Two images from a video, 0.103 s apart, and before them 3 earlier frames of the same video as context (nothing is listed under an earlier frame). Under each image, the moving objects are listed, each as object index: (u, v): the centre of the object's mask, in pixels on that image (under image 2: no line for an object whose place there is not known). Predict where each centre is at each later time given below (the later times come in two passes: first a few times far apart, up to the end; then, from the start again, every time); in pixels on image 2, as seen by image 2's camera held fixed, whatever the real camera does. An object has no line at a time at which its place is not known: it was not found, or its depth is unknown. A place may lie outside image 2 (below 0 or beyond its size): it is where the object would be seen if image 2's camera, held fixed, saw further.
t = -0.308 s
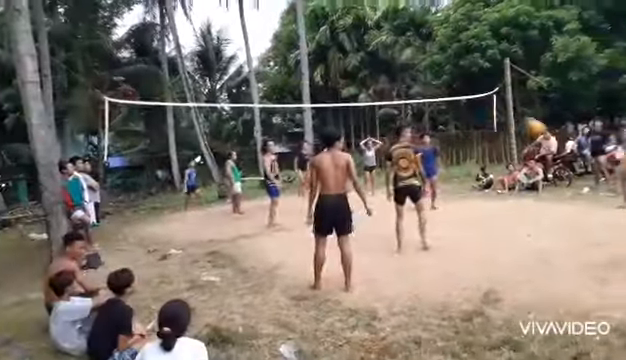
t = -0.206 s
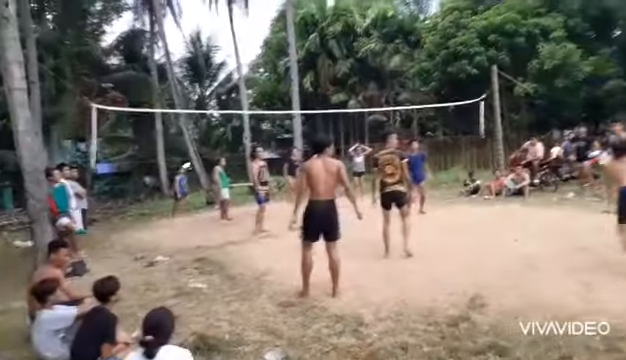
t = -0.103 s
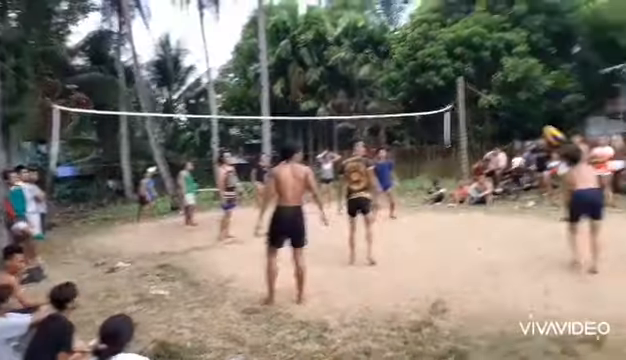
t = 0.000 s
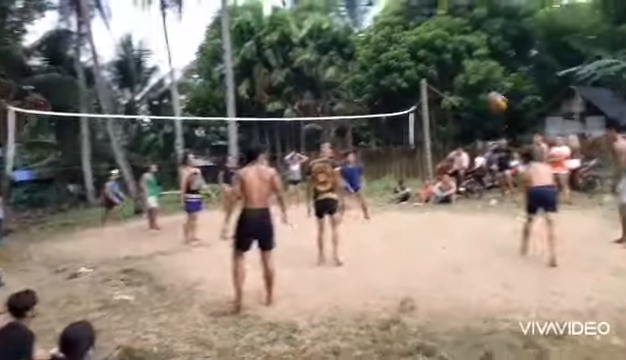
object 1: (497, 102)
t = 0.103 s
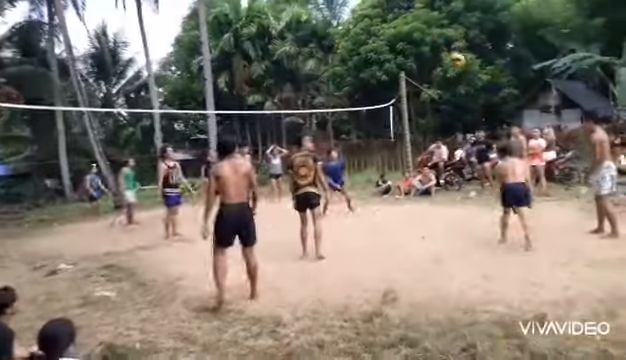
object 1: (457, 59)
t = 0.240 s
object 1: (441, 41)
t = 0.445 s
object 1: (426, 34)
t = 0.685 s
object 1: (399, 57)
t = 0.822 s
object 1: (390, 80)
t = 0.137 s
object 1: (455, 55)
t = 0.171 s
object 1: (447, 47)
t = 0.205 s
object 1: (445, 43)
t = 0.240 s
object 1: (441, 41)
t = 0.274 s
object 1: (442, 40)
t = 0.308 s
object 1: (436, 37)
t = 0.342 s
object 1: (430, 34)
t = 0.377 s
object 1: (429, 33)
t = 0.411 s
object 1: (428, 33)
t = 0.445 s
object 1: (426, 34)
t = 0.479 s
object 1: (421, 35)
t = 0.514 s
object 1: (413, 36)
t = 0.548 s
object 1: (411, 38)
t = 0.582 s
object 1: (409, 41)
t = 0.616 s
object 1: (405, 47)
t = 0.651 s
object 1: (401, 52)
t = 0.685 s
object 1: (399, 57)
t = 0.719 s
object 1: (396, 60)
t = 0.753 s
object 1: (395, 66)
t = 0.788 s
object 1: (393, 72)
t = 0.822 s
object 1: (390, 80)
